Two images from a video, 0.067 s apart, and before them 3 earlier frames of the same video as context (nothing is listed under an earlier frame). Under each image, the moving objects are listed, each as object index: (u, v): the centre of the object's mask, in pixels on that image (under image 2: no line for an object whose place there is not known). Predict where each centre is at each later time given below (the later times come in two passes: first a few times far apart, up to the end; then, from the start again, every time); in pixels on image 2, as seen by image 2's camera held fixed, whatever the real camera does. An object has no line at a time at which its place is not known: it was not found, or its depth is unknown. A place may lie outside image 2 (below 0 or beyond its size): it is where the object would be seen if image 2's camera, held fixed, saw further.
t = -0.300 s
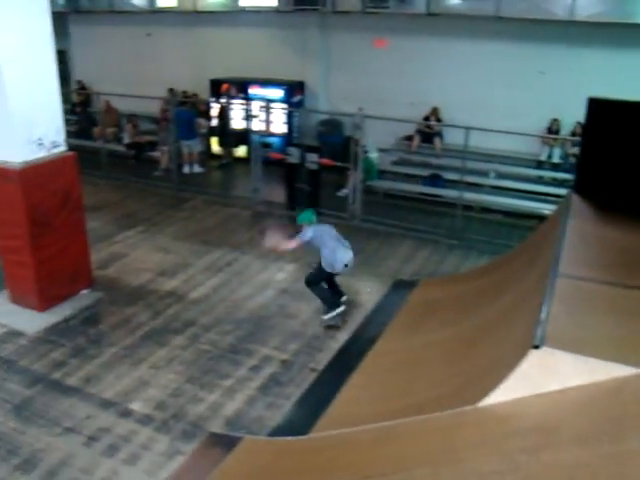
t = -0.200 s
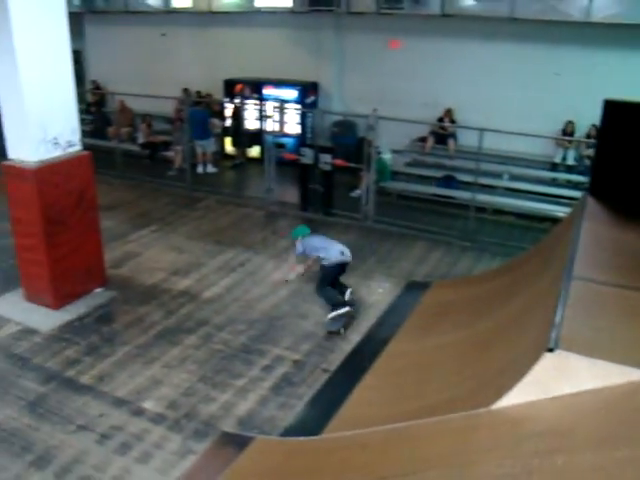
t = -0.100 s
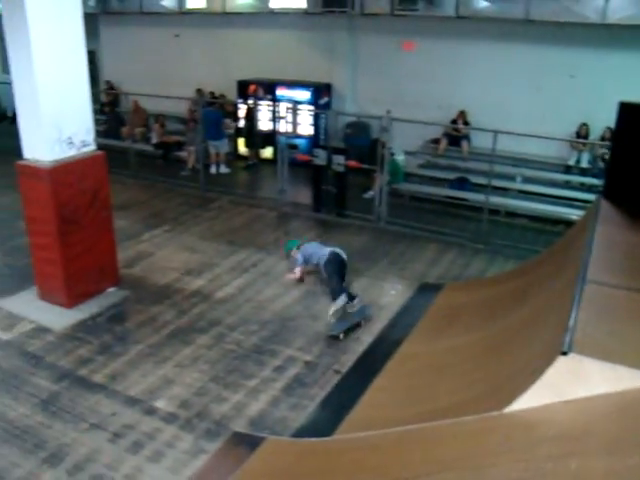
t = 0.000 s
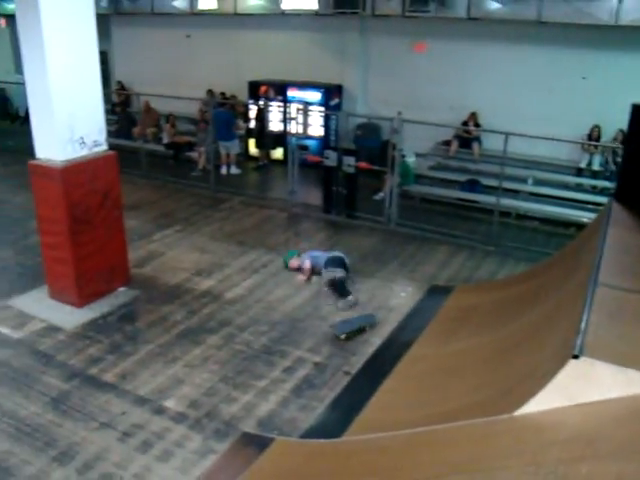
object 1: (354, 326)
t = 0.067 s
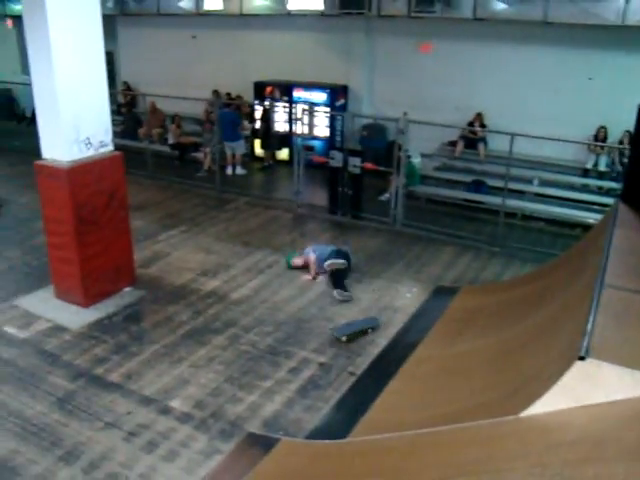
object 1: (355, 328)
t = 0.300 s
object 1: (343, 334)
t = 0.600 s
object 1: (327, 340)
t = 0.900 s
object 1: (309, 345)
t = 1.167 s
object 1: (299, 348)
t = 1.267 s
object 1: (293, 351)
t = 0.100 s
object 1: (354, 329)
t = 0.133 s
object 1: (352, 331)
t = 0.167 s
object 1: (350, 332)
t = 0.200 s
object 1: (349, 332)
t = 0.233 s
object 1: (347, 333)
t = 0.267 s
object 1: (345, 333)
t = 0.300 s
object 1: (343, 334)
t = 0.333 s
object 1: (341, 335)
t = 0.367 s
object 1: (341, 335)
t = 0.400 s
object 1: (337, 336)
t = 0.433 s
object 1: (336, 336)
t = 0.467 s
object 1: (335, 337)
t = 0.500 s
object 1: (333, 338)
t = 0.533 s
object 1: (331, 338)
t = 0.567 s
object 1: (329, 339)
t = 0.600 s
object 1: (327, 340)
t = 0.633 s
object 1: (326, 340)
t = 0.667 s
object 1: (323, 340)
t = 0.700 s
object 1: (321, 341)
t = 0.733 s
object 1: (321, 341)
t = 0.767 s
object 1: (317, 343)
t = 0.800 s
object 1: (316, 343)
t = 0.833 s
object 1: (314, 344)
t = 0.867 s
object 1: (312, 344)
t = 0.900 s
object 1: (309, 345)
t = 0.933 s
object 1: (308, 345)
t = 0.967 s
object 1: (307, 346)
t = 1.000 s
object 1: (305, 346)
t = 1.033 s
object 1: (304, 346)
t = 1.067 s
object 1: (304, 347)
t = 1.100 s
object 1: (302, 347)
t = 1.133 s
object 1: (301, 348)
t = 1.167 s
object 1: (299, 348)
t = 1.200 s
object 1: (296, 350)
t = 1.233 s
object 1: (296, 350)
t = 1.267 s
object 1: (293, 351)
